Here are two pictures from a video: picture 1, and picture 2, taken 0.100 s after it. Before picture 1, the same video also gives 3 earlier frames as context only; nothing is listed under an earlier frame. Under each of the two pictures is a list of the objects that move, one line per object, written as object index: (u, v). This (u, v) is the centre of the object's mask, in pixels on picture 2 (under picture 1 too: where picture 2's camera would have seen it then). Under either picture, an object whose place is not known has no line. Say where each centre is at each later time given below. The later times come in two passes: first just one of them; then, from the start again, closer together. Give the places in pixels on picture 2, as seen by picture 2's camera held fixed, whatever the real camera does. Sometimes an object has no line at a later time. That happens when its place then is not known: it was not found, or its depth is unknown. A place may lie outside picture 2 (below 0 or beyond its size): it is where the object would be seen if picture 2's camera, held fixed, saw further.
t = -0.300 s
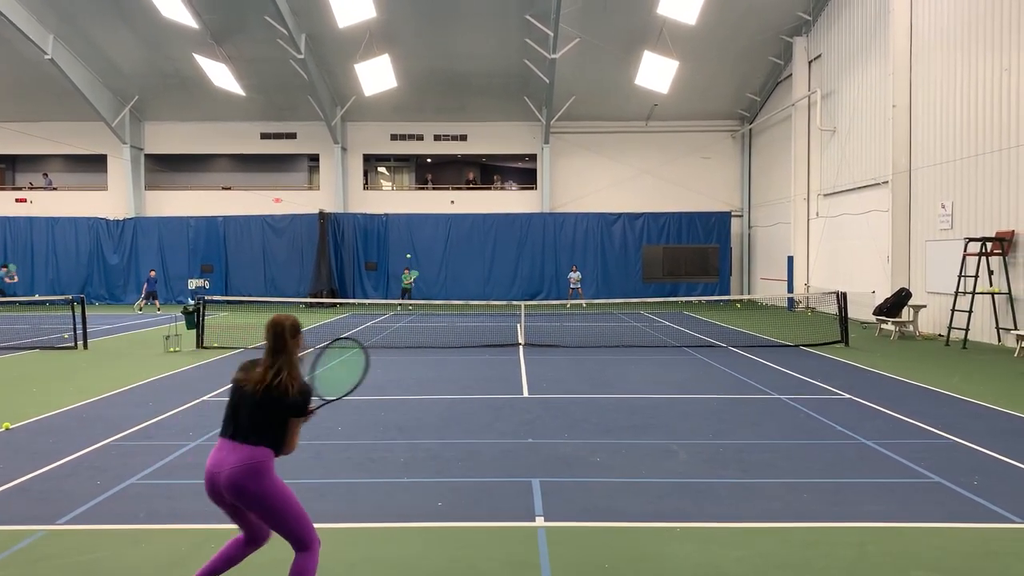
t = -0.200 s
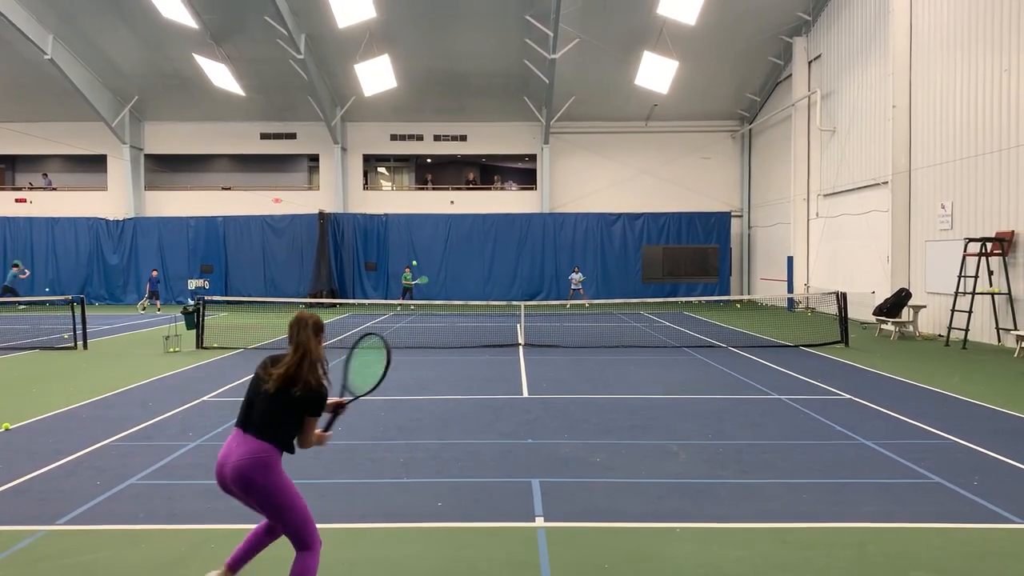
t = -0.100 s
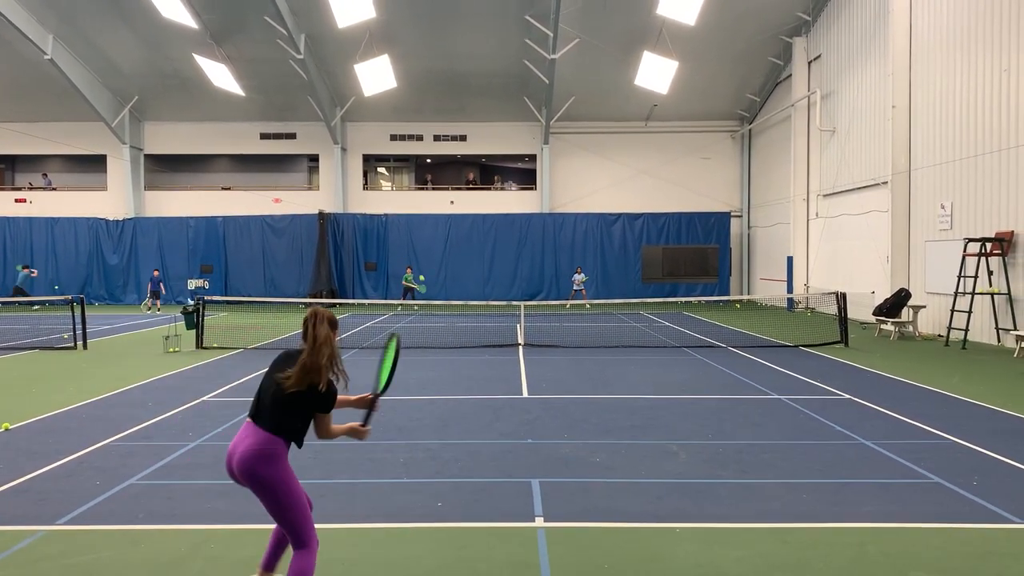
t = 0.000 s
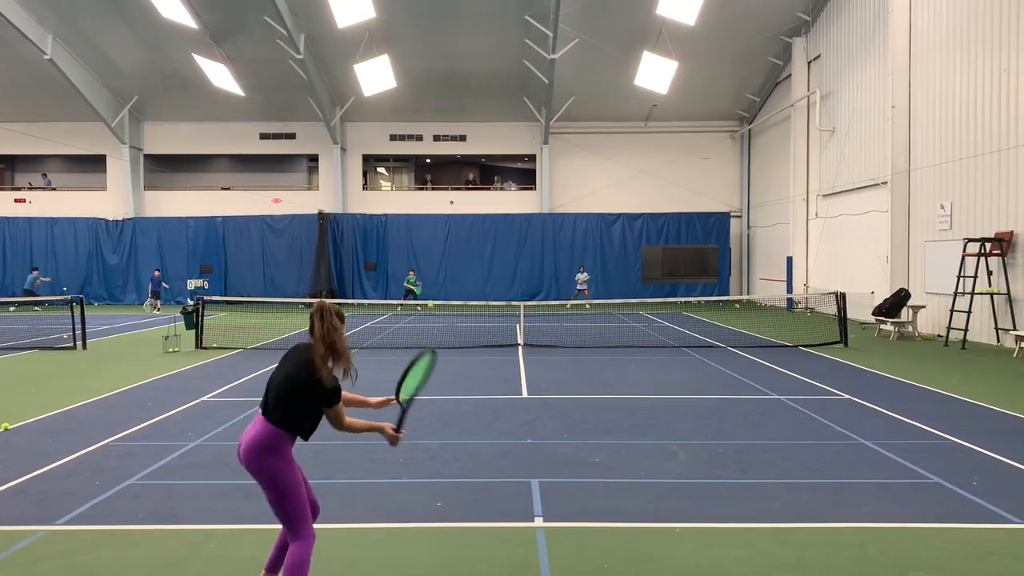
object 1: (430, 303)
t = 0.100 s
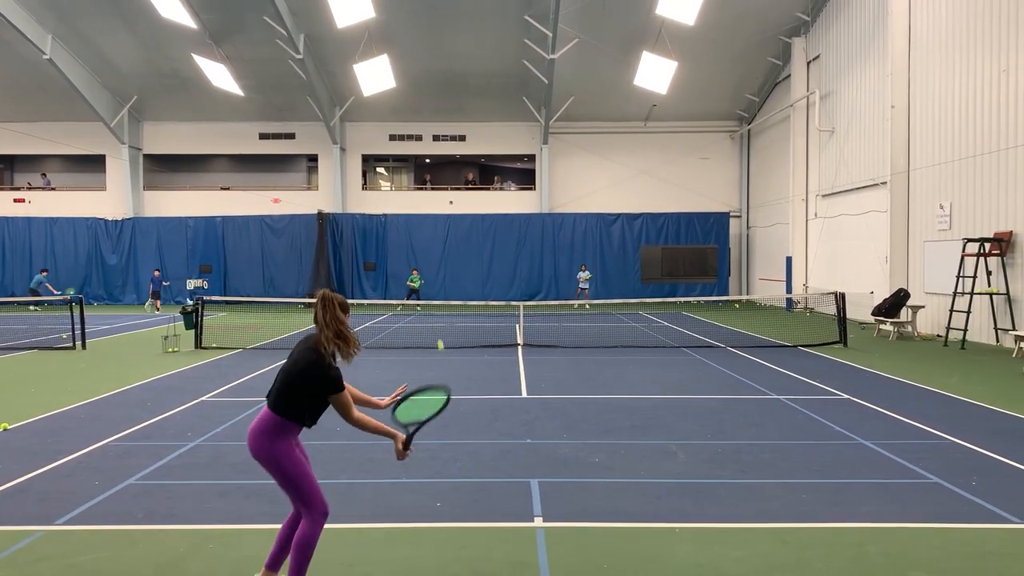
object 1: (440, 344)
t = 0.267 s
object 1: (461, 401)
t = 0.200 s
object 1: (454, 408)
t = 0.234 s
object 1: (457, 410)
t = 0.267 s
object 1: (461, 401)
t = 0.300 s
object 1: (464, 391)
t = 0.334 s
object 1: (468, 384)
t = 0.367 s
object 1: (472, 375)
